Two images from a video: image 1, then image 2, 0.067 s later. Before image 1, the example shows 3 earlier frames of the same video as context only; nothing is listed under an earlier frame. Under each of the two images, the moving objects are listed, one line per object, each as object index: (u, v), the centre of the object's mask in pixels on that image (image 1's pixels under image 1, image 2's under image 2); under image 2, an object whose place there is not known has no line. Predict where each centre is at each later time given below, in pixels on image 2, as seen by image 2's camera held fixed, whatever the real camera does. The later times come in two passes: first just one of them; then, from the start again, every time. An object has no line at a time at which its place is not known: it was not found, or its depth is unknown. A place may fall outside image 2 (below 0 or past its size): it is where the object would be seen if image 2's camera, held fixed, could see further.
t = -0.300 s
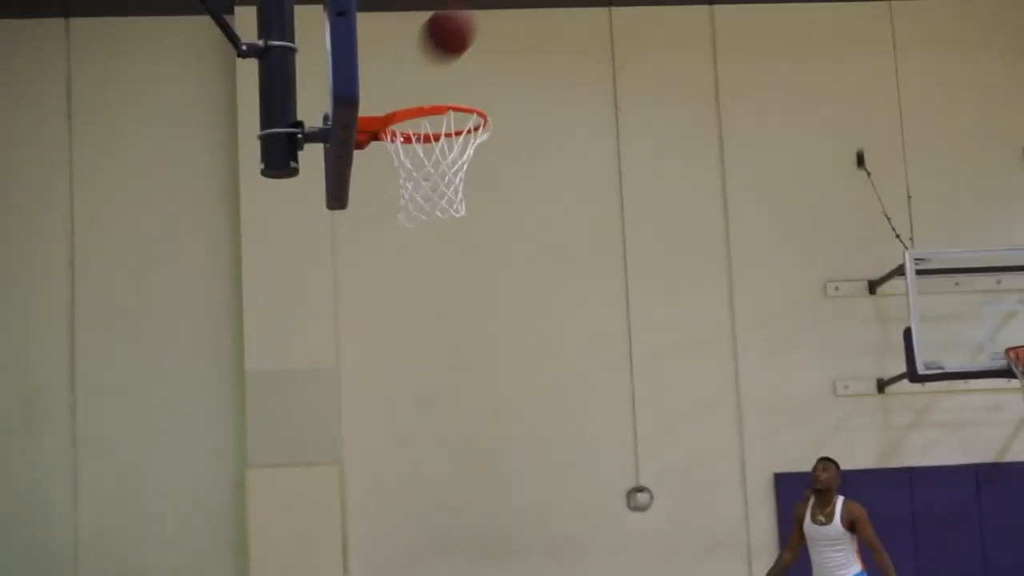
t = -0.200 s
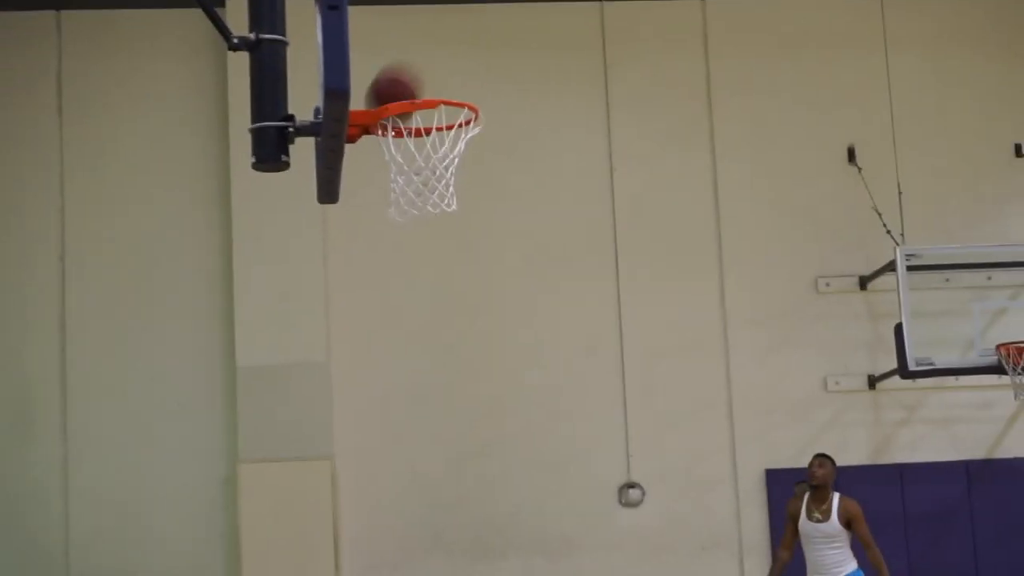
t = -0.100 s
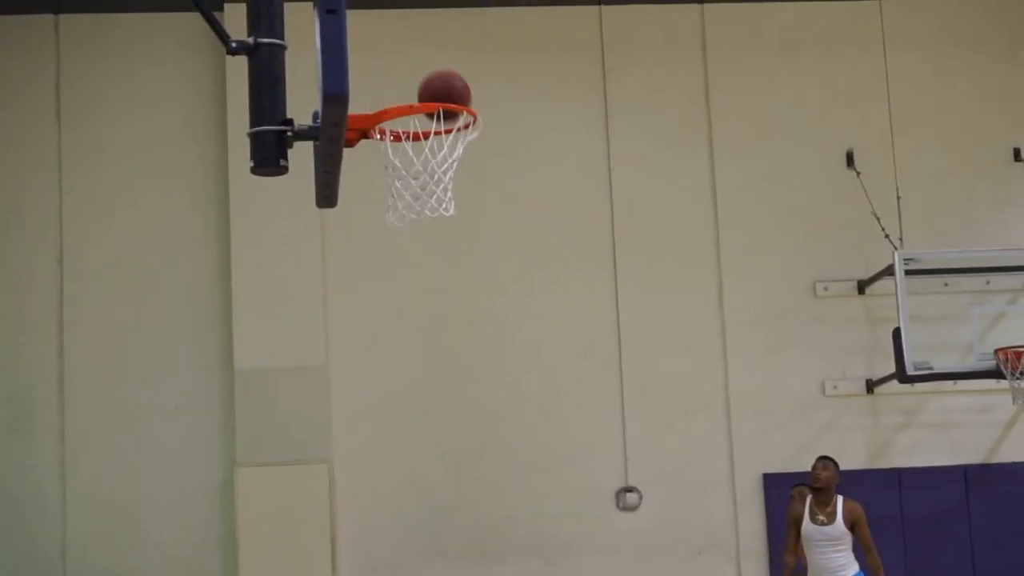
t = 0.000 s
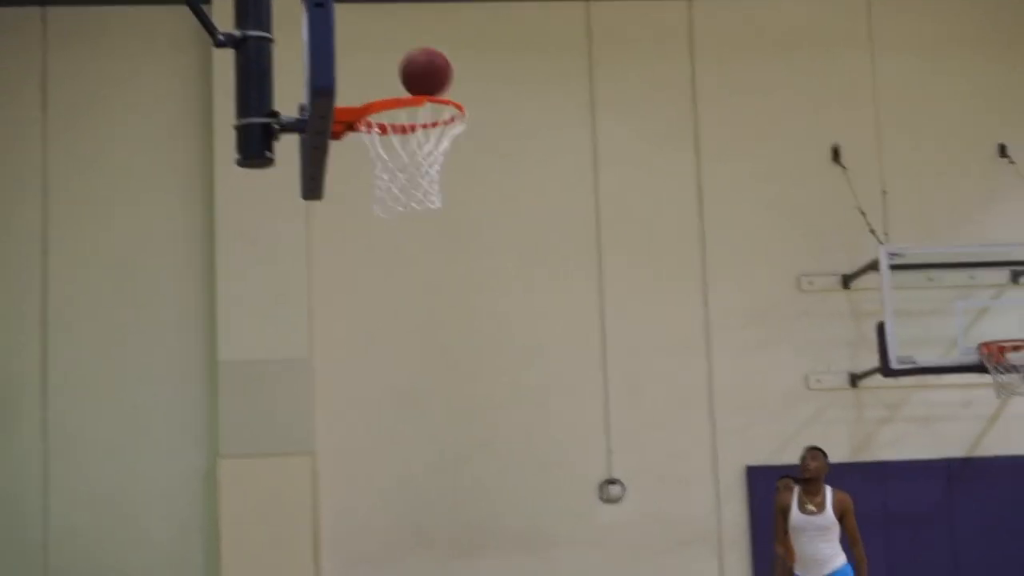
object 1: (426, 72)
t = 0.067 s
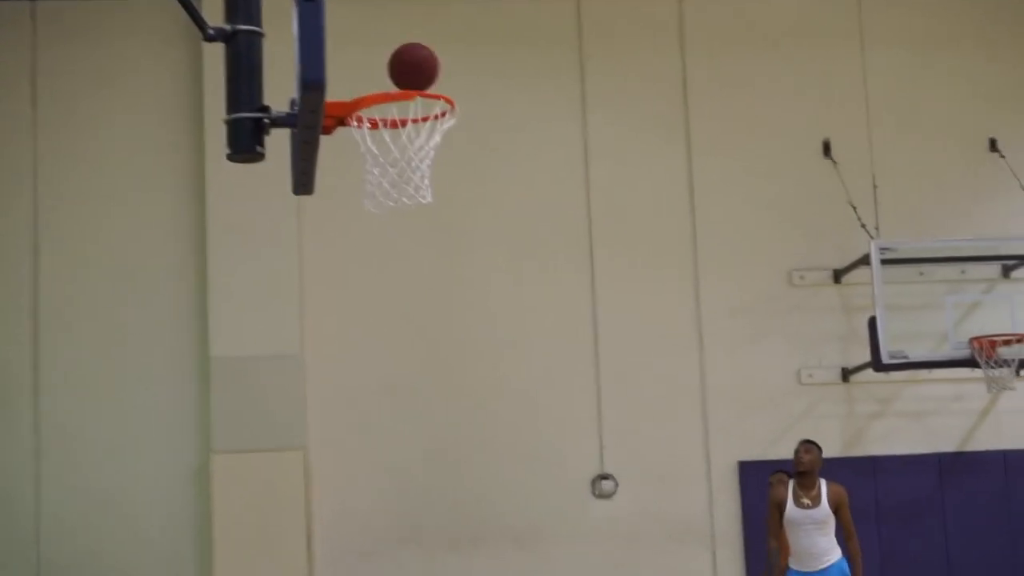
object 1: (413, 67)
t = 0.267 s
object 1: (410, 123)
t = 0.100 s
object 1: (413, 70)
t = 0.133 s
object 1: (413, 75)
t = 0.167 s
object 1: (412, 78)
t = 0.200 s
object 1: (412, 93)
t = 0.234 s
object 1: (411, 104)
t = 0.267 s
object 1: (410, 123)
